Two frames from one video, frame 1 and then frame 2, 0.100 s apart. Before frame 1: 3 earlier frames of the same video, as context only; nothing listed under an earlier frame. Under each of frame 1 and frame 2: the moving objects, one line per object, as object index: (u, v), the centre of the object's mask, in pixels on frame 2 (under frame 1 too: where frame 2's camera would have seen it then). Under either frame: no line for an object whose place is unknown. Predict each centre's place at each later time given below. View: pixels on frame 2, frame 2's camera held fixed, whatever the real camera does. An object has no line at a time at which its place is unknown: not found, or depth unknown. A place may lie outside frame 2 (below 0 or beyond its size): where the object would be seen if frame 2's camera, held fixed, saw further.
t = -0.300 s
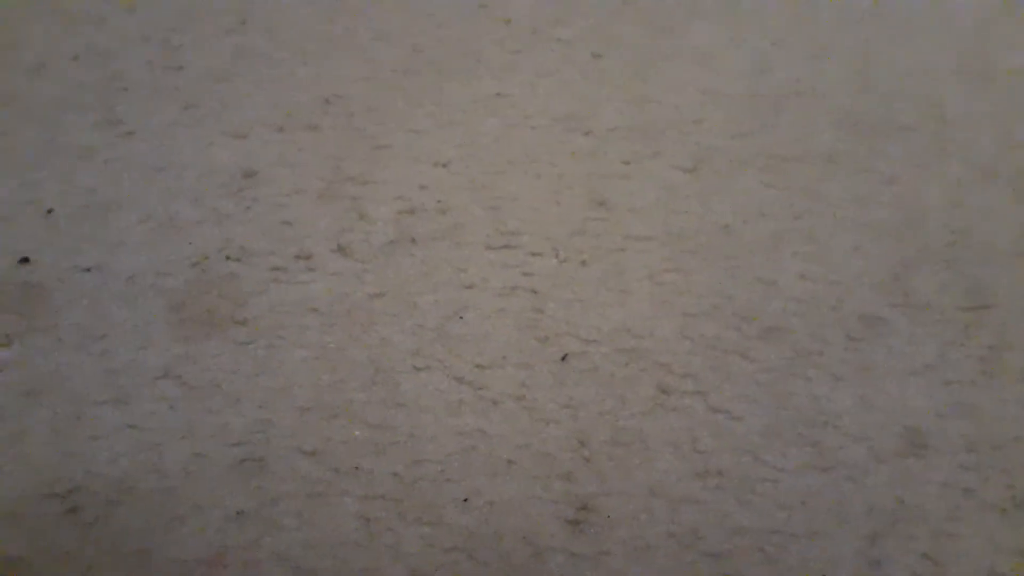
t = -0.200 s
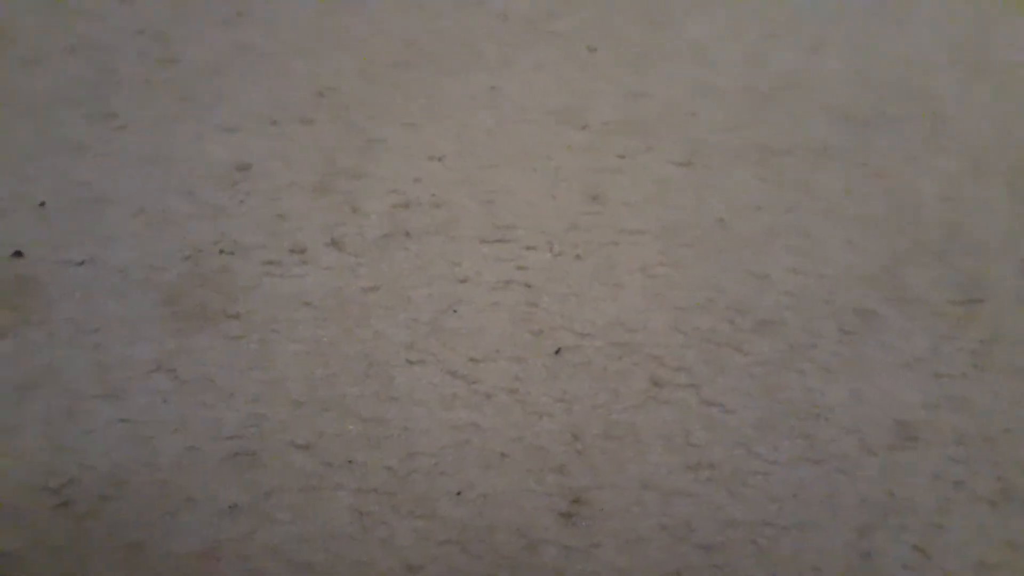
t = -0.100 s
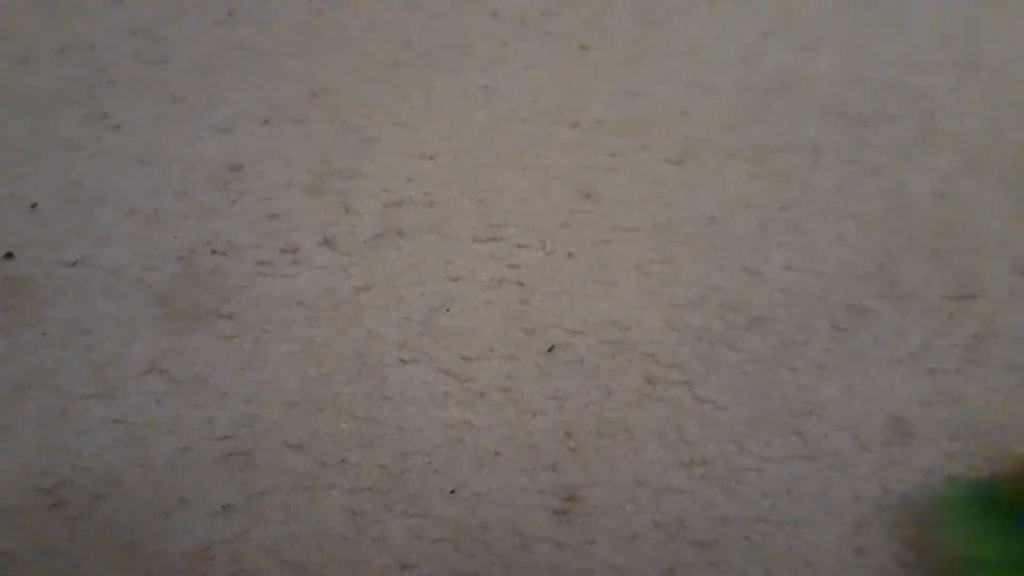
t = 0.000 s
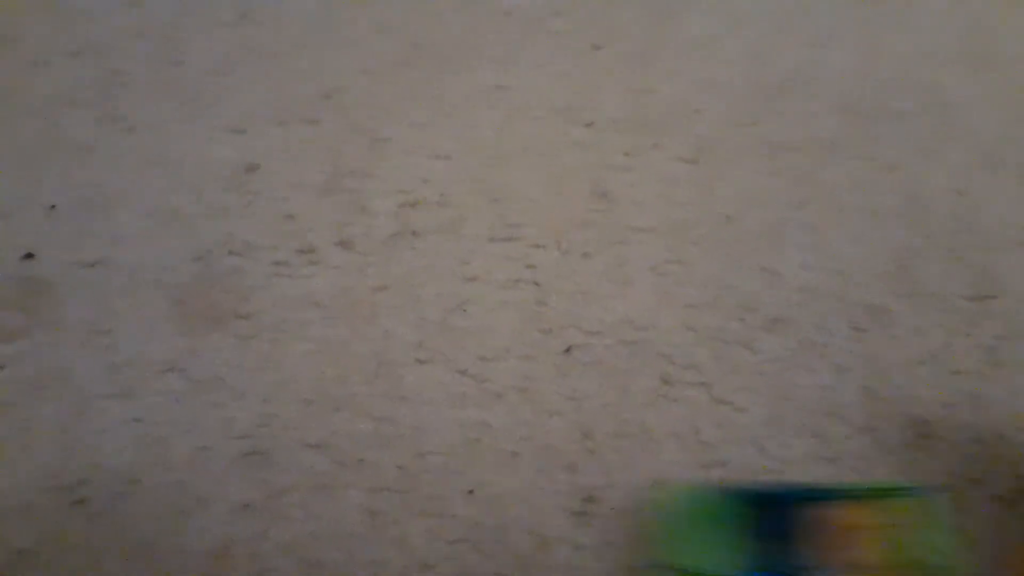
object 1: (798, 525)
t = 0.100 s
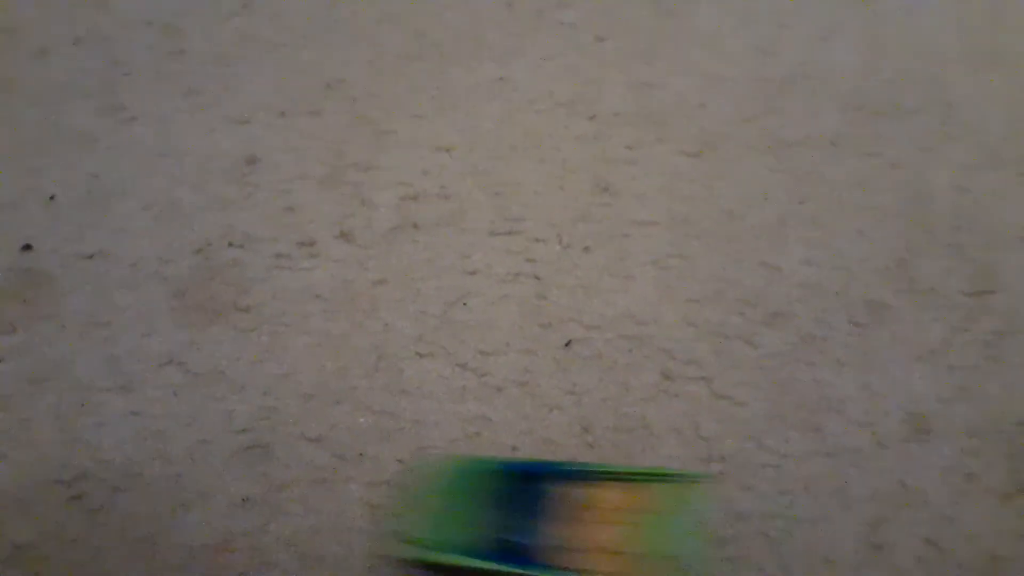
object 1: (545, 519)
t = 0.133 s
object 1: (484, 514)
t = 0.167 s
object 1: (429, 508)
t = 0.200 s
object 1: (379, 499)
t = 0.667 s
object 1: (193, 466)
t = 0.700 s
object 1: (193, 466)
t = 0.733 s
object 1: (193, 467)
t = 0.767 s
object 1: (193, 467)
